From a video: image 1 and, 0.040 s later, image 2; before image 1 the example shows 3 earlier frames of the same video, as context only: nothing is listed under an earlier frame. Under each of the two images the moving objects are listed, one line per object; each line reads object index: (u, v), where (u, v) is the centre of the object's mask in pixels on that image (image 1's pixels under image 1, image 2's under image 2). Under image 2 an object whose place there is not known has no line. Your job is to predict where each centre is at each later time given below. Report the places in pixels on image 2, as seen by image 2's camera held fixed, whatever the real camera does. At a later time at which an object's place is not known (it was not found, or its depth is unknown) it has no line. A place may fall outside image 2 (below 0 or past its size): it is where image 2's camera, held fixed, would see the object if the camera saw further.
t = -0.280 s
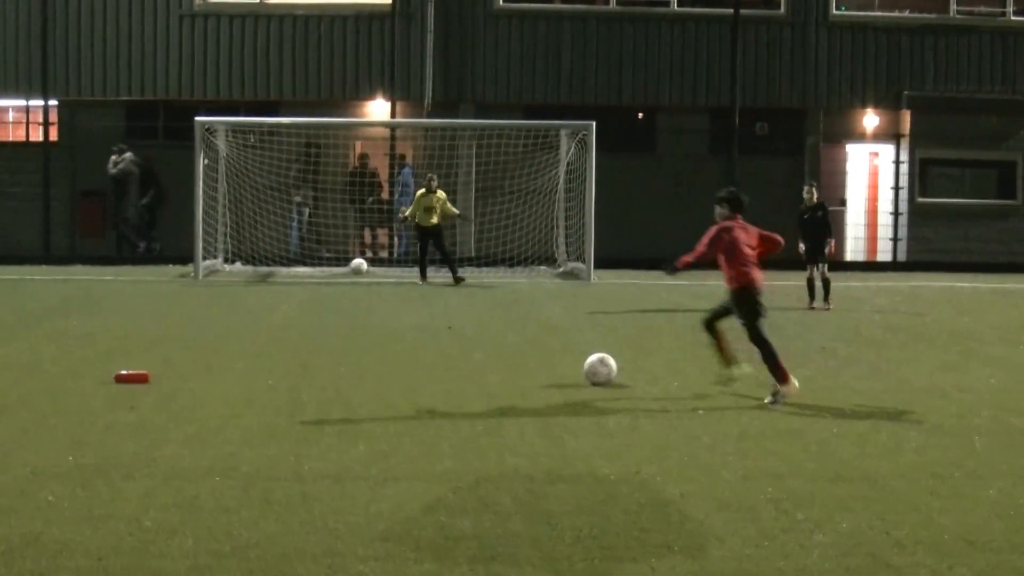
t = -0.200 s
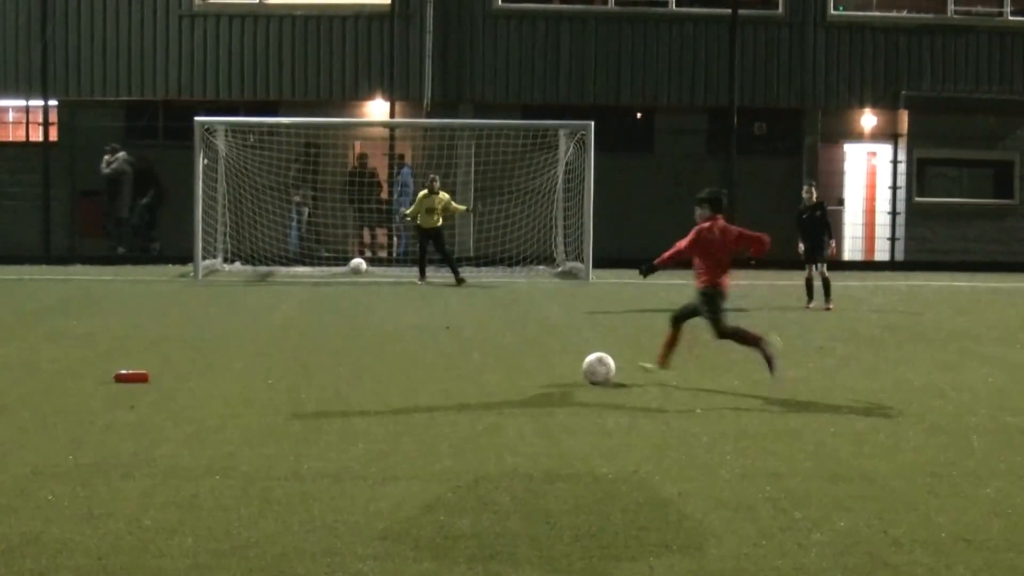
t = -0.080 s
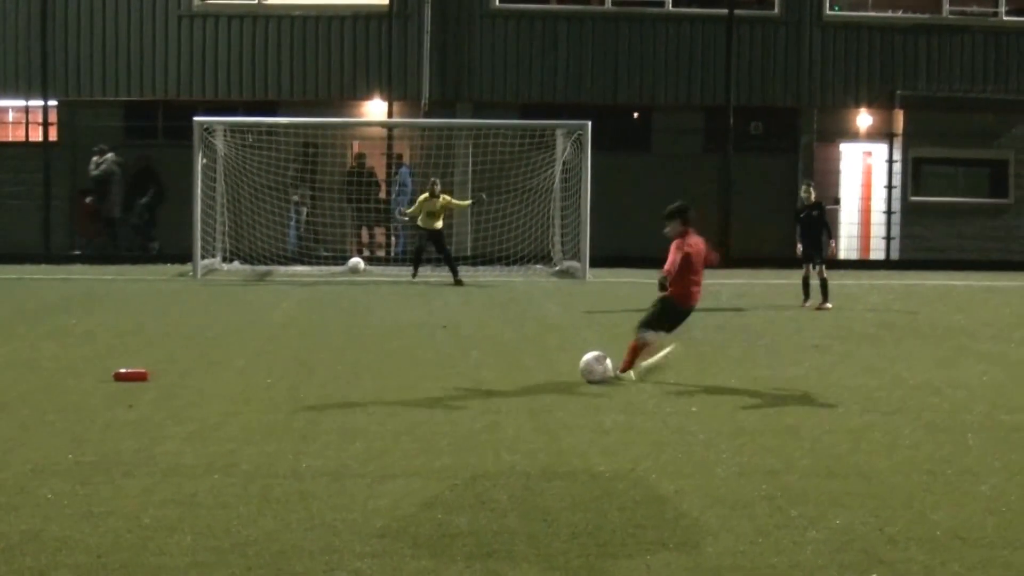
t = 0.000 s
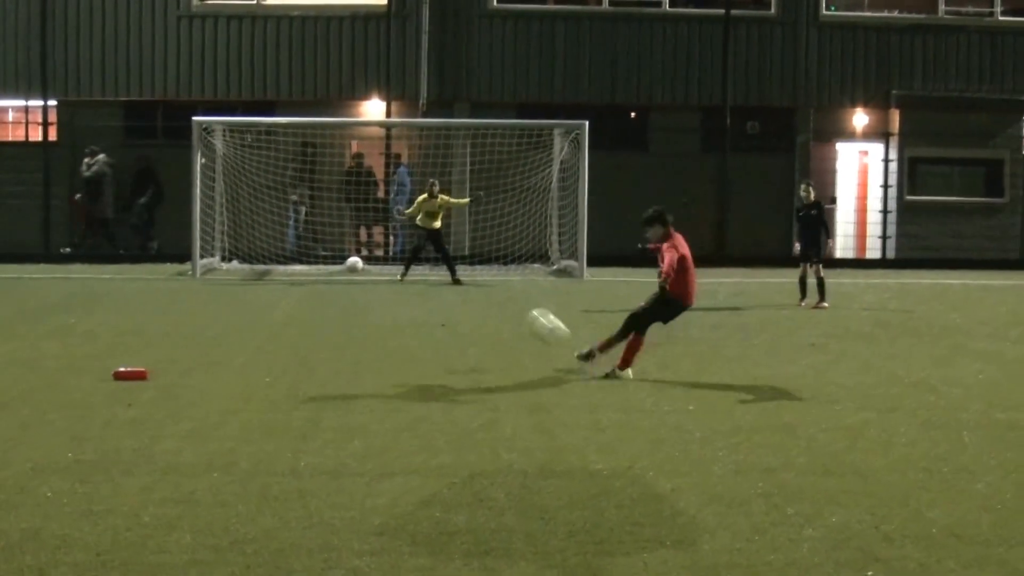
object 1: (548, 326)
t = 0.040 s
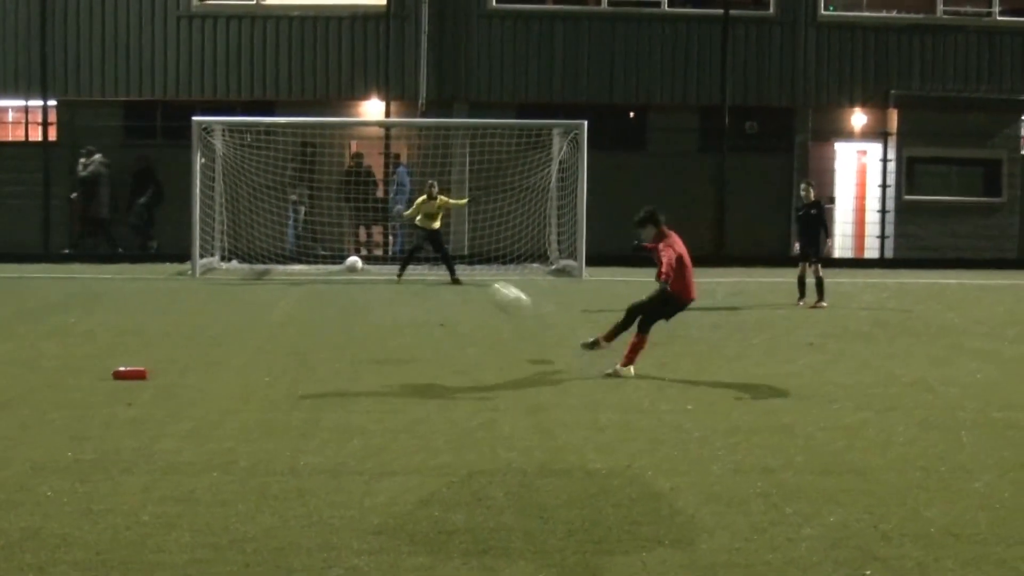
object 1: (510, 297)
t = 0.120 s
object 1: (445, 254)
